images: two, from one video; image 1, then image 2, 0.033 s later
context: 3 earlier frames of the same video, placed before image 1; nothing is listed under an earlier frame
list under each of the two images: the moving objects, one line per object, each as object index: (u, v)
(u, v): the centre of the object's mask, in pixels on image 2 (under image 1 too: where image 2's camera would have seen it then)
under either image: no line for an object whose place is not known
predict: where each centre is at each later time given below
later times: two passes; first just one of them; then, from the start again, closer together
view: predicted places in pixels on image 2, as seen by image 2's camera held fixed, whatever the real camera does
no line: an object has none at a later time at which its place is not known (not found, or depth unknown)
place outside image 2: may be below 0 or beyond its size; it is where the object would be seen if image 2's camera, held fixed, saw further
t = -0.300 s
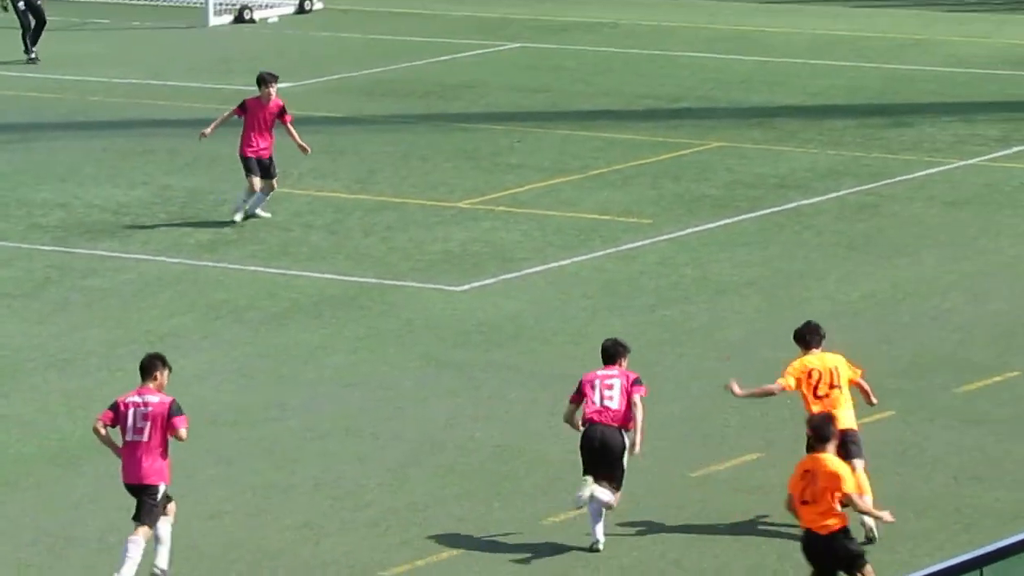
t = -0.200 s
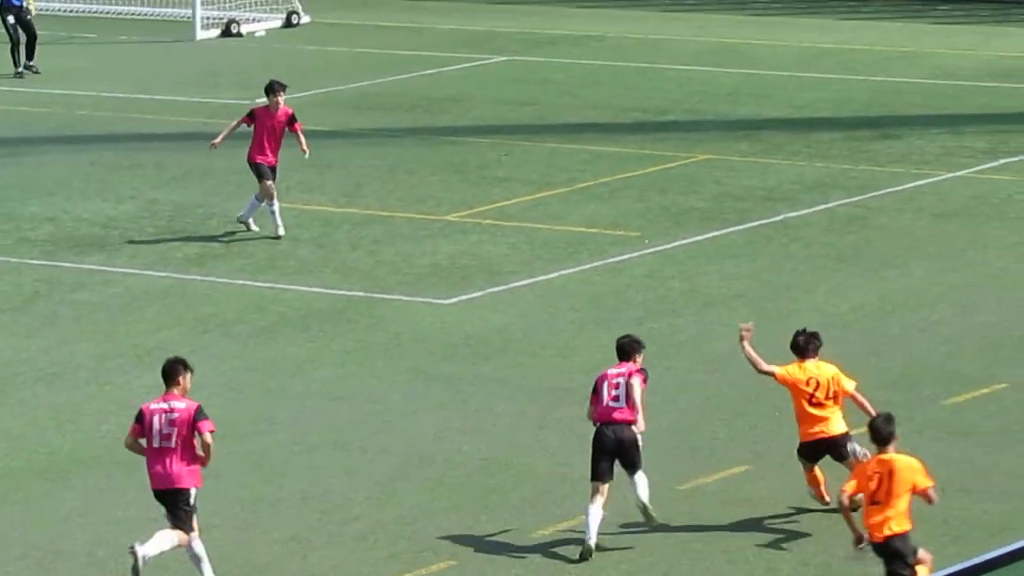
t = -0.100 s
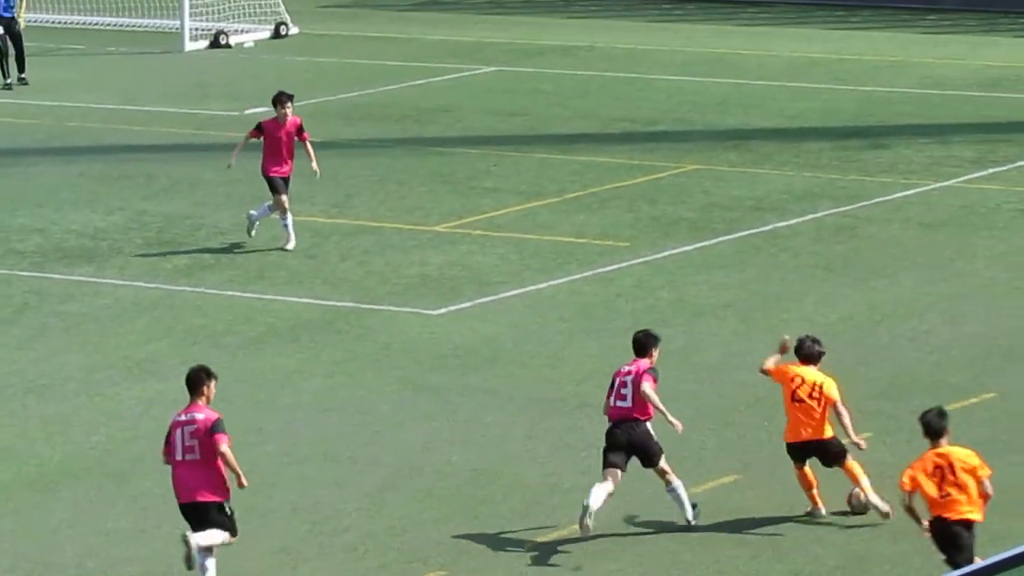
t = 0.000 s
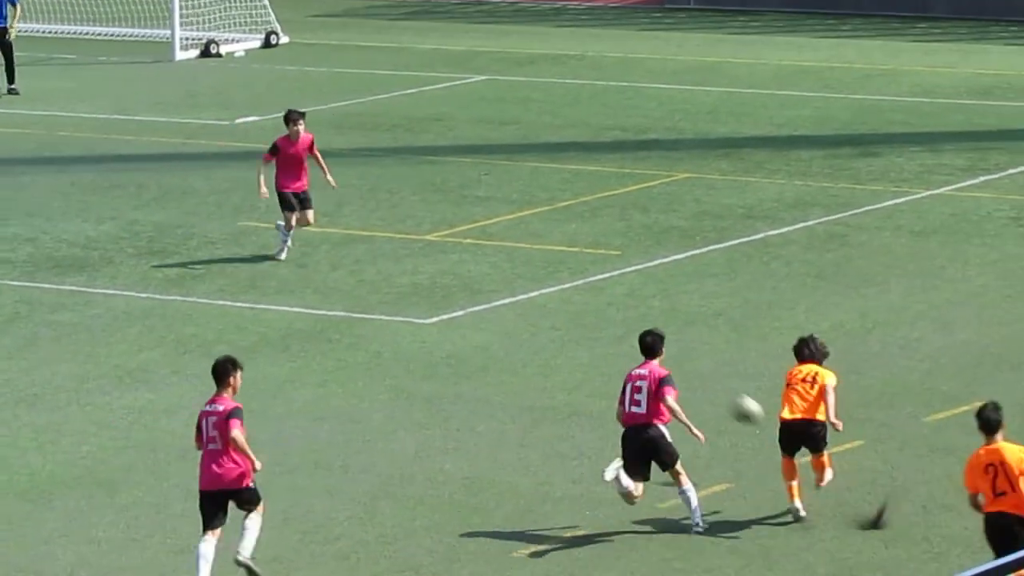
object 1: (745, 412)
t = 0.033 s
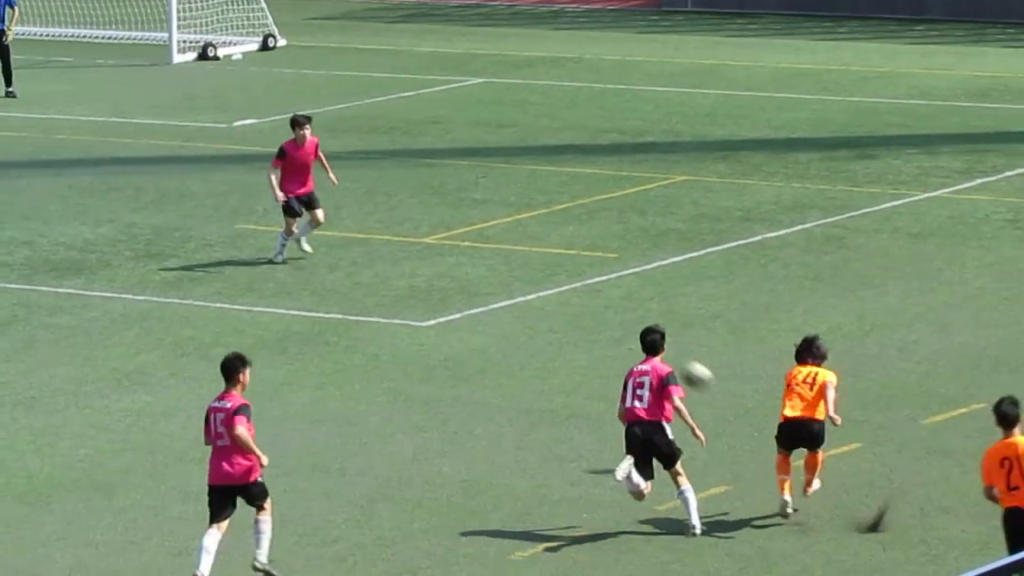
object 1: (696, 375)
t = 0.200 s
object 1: (476, 225)
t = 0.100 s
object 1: (604, 307)
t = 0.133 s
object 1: (561, 277)
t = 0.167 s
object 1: (517, 250)
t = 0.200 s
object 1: (476, 225)
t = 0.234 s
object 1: (435, 202)
